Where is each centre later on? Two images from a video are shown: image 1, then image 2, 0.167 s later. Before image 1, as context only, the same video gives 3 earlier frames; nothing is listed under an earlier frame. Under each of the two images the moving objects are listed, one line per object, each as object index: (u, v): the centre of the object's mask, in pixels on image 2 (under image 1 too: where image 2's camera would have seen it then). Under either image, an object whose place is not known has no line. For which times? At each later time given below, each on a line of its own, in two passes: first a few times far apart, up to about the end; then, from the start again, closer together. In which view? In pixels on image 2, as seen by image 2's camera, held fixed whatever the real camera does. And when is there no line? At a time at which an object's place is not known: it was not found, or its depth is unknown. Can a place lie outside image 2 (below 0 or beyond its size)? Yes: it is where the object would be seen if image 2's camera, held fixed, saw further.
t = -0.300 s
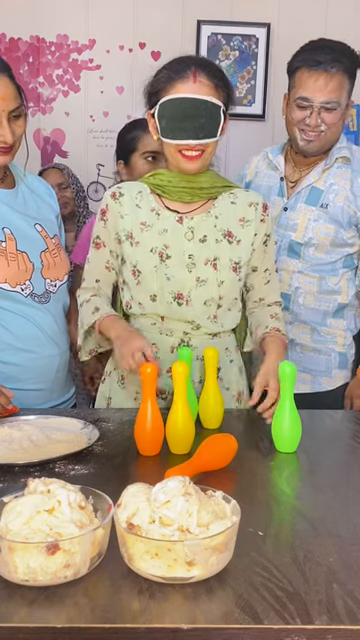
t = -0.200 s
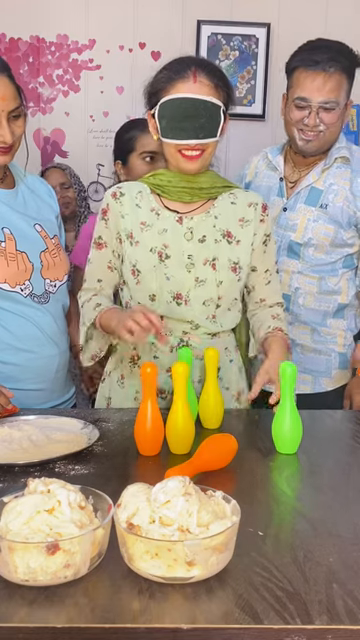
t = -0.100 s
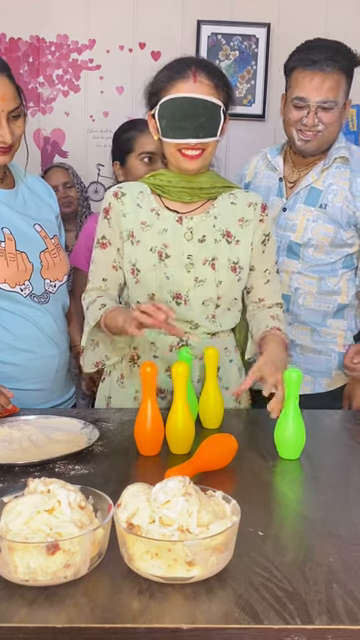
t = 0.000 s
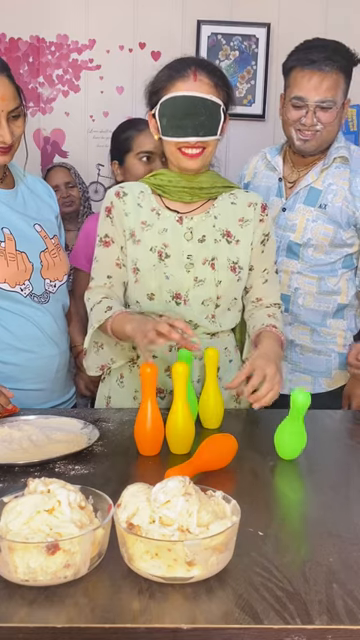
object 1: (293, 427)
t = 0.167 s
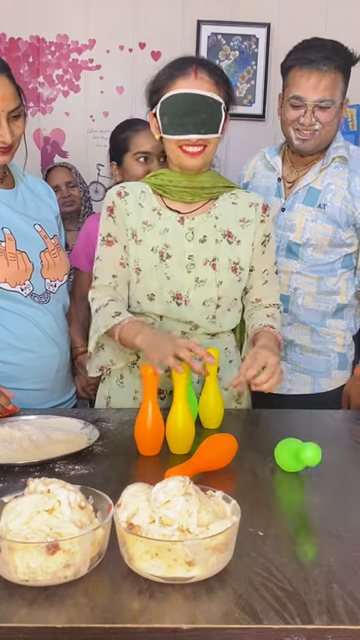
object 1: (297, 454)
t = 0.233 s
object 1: (296, 456)
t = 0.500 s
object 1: (288, 477)
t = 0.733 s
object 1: (269, 483)
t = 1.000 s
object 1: (244, 486)
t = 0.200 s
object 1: (296, 454)
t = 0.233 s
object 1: (296, 456)
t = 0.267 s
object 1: (296, 463)
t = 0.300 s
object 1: (296, 473)
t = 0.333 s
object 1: (295, 472)
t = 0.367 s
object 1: (294, 469)
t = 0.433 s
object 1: (291, 474)
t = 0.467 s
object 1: (290, 480)
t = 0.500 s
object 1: (288, 477)
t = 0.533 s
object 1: (285, 477)
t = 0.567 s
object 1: (283, 480)
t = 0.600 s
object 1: (280, 482)
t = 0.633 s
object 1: (277, 481)
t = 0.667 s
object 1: (274, 483)
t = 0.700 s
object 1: (272, 482)
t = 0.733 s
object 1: (269, 483)
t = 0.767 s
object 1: (266, 483)
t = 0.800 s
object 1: (263, 484)
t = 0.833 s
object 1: (259, 484)
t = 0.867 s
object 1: (256, 484)
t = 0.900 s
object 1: (253, 485)
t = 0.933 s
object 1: (250, 485)
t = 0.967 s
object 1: (247, 485)
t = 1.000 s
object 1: (244, 486)
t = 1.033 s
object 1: (241, 486)
